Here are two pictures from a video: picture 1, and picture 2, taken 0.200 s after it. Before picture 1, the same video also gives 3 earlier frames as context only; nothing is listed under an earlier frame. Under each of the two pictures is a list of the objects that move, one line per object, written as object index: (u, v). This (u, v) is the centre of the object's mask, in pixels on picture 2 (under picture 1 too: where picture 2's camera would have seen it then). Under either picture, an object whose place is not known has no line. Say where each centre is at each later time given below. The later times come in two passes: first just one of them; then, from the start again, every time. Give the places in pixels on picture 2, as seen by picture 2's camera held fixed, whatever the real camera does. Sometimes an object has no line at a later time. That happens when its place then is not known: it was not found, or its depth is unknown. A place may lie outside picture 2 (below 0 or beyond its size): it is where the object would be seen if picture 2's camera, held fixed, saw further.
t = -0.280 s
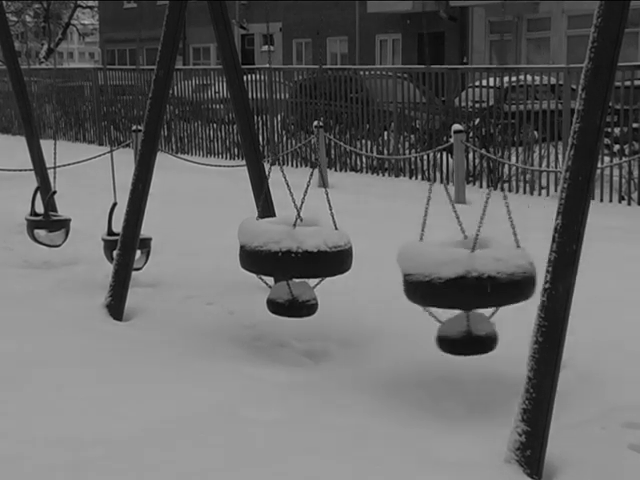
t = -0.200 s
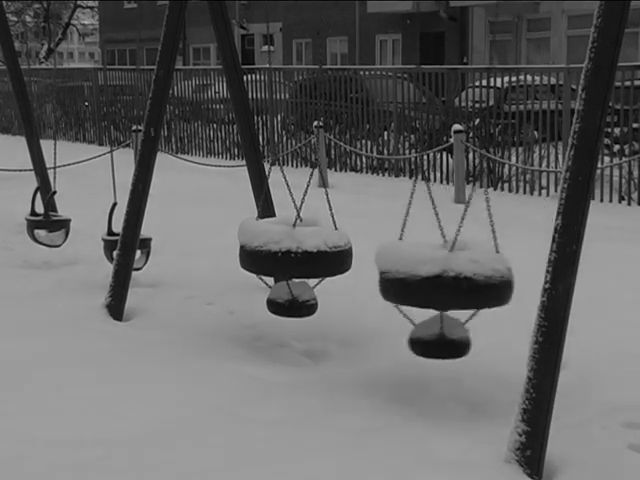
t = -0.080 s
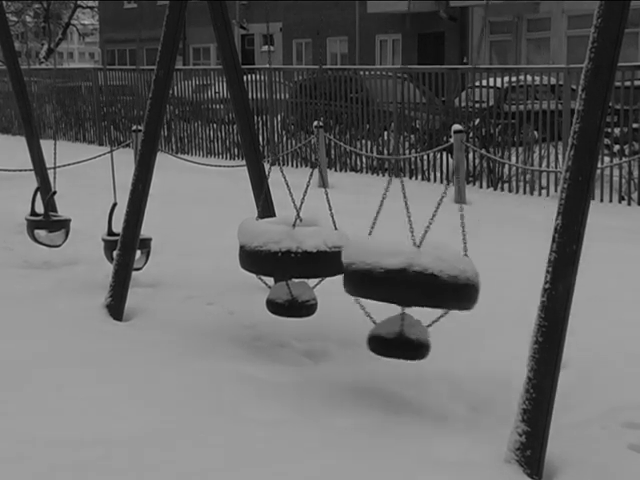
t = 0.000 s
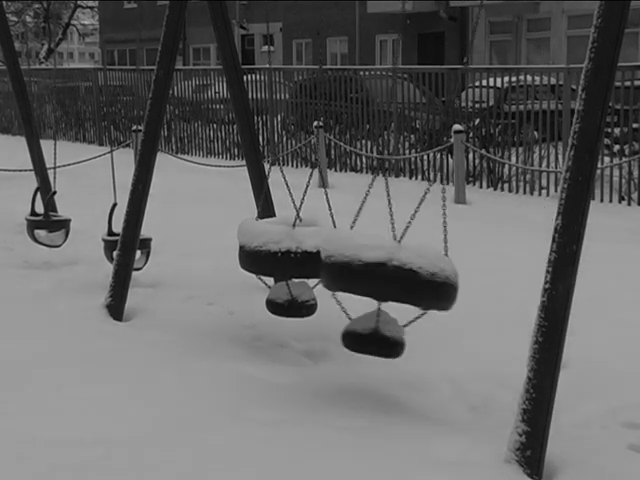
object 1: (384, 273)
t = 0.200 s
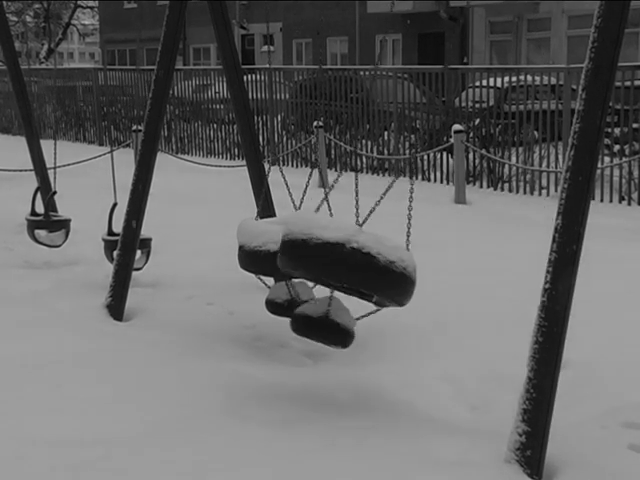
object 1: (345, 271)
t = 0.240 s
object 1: (339, 269)
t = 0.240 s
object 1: (339, 269)
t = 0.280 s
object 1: (333, 267)
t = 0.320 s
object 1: (330, 265)
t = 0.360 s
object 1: (327, 264)
